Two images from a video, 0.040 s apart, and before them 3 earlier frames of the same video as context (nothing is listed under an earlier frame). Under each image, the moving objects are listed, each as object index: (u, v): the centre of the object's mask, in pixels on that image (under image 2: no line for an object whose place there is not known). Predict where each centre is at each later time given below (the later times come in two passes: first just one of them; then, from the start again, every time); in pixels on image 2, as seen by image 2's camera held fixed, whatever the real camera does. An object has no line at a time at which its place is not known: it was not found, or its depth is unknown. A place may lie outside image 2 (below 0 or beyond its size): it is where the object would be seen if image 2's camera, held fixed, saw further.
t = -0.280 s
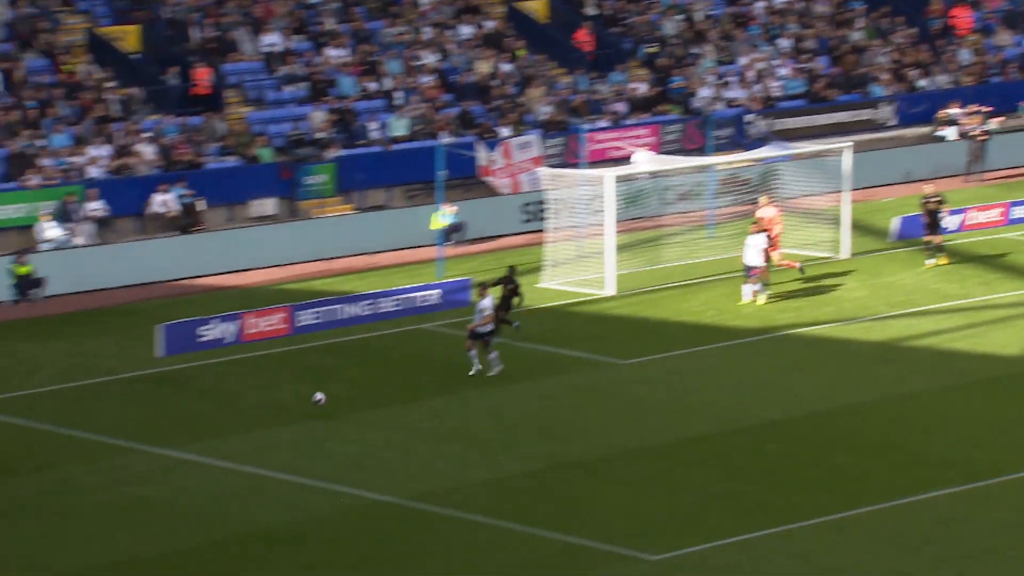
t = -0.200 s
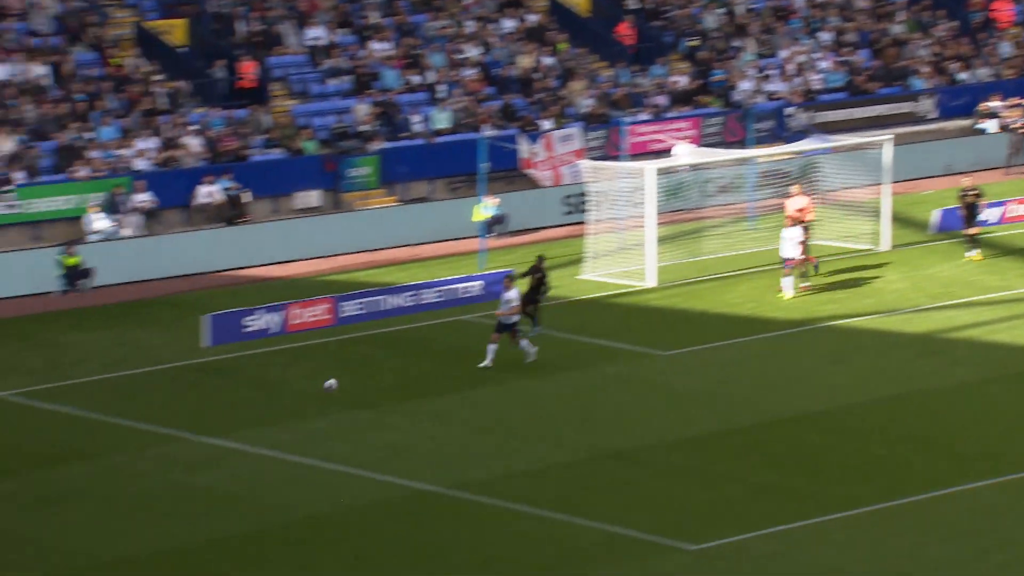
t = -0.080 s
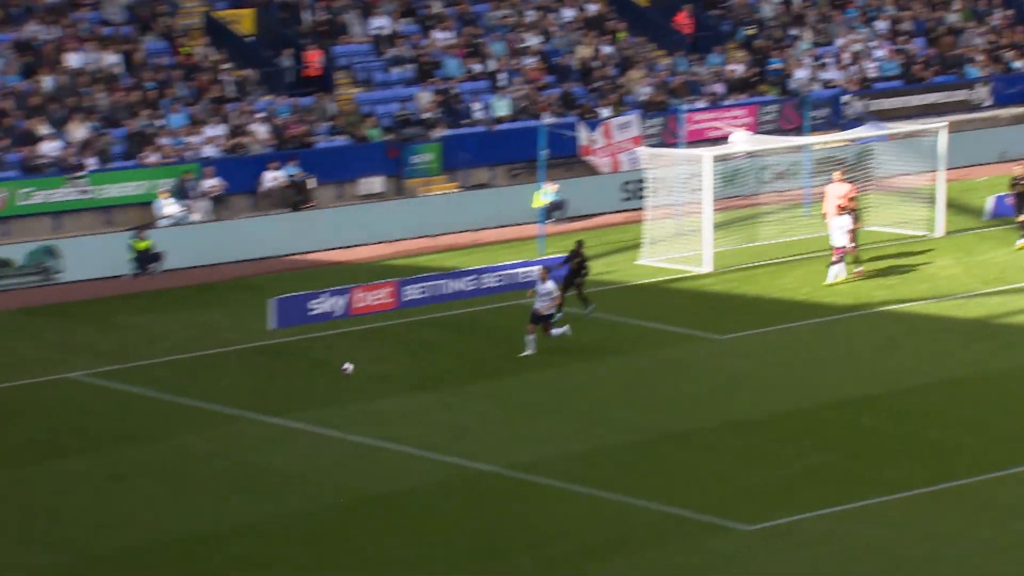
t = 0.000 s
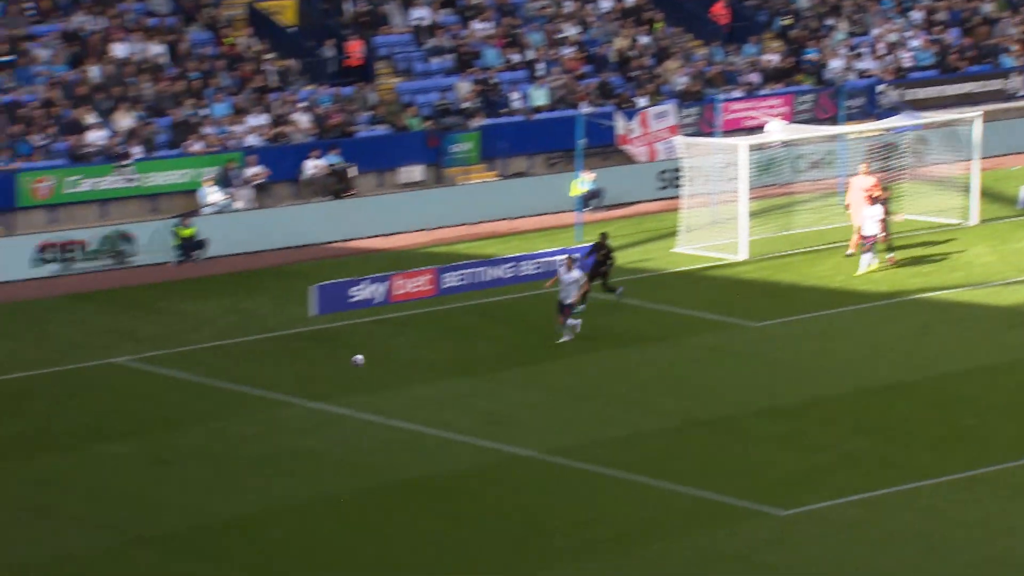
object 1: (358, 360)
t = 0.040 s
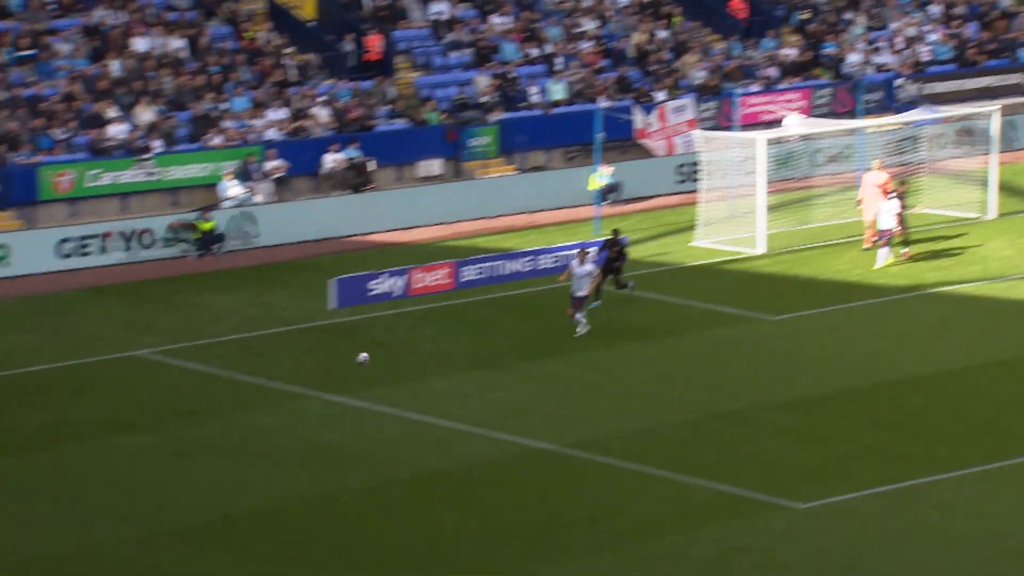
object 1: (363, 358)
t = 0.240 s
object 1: (290, 396)
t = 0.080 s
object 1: (348, 364)
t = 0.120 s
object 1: (334, 370)
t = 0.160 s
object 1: (319, 378)
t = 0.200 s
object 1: (305, 386)
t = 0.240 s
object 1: (290, 396)
